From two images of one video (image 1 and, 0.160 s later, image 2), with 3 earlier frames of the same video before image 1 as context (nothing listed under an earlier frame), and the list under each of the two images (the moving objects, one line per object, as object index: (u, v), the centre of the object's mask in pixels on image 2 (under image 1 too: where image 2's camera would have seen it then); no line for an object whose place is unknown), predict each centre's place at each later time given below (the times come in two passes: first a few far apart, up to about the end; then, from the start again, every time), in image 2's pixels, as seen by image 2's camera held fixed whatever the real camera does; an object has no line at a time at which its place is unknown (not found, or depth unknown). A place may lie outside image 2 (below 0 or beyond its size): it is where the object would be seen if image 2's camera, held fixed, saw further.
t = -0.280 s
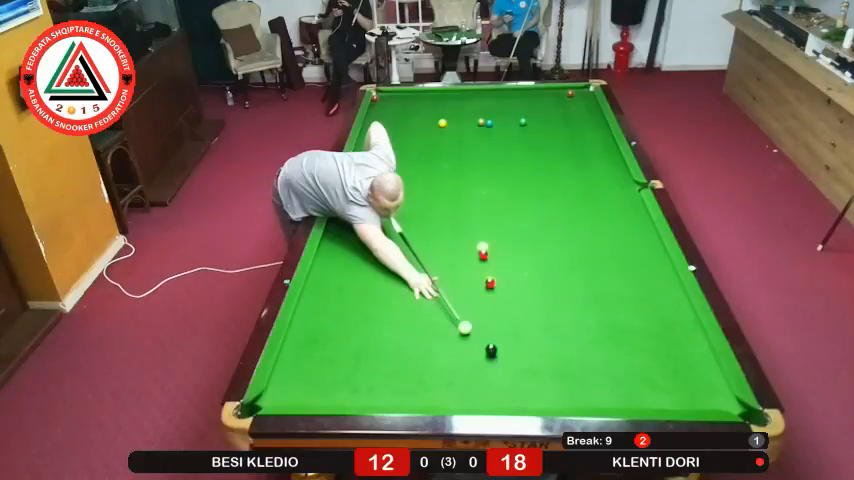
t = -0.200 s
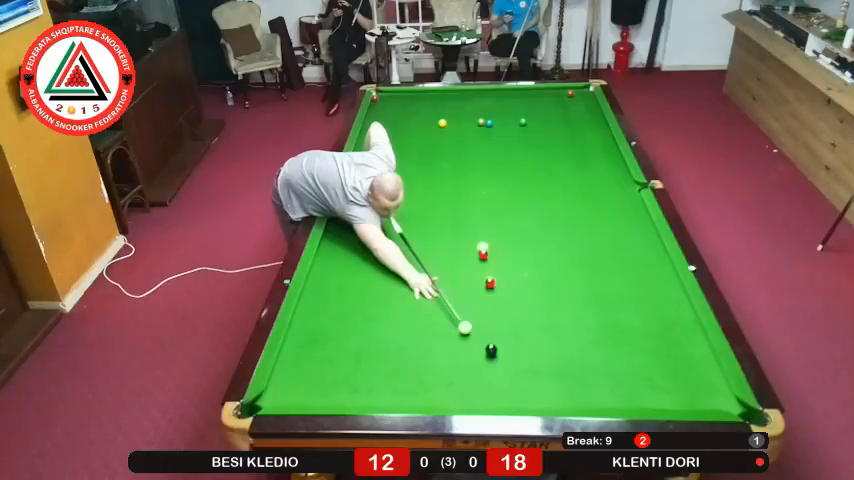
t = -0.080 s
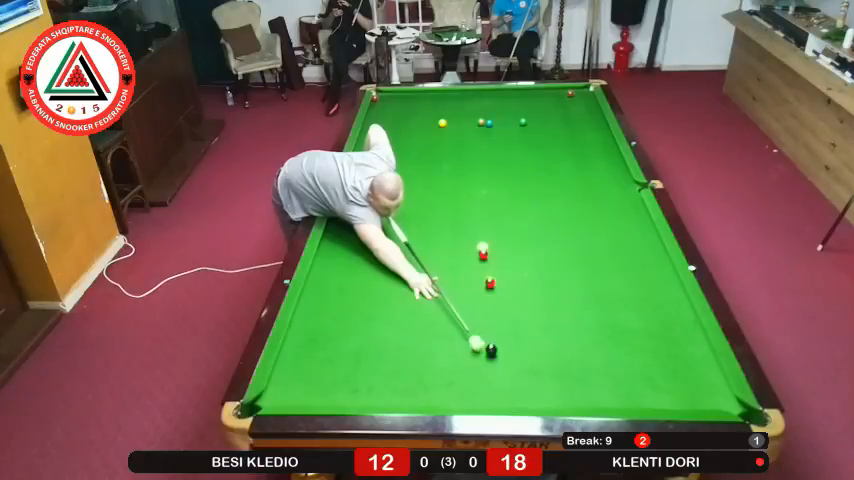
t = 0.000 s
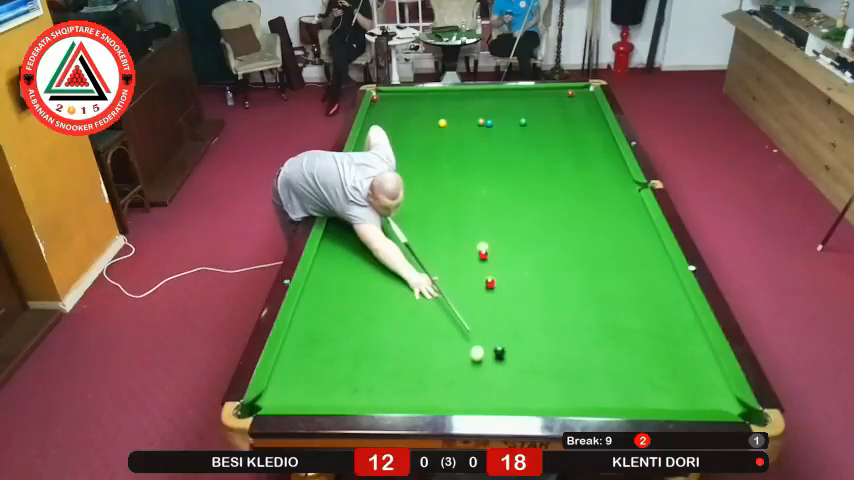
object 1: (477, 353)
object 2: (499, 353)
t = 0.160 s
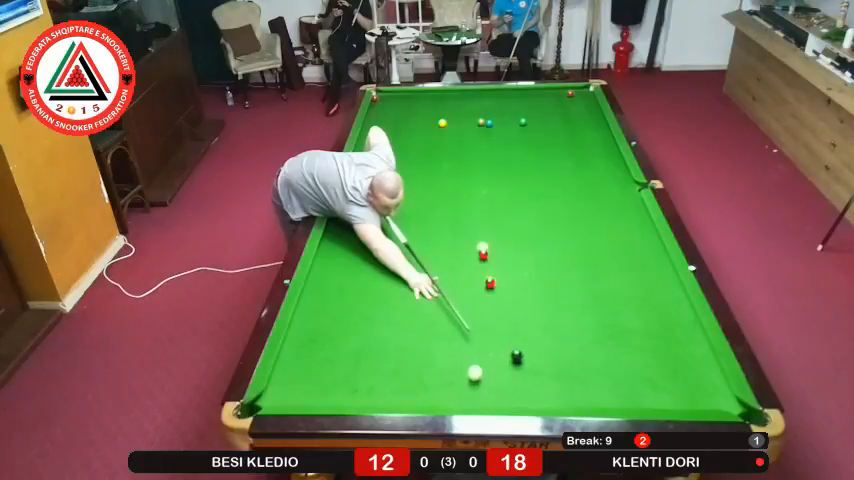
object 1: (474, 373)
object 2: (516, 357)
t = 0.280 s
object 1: (473, 388)
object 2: (529, 360)
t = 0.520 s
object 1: (467, 386)
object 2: (553, 366)
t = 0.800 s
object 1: (459, 362)
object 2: (581, 373)
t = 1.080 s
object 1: (453, 342)
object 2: (607, 380)
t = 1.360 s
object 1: (447, 325)
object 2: (631, 386)
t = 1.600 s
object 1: (443, 312)
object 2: (651, 391)
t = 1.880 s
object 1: (438, 298)
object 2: (673, 396)
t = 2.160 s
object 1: (434, 287)
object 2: (692, 399)
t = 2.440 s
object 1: (430, 278)
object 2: (707, 401)
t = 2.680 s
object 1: (427, 270)
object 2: (719, 404)
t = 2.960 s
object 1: (424, 263)
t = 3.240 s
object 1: (422, 256)
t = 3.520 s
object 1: (420, 251)
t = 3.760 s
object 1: (419, 247)
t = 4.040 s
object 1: (417, 244)
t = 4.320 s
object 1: (416, 241)
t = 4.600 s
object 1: (416, 239)
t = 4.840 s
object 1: (415, 238)
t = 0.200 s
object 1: (474, 378)
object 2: (521, 358)
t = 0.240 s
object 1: (473, 383)
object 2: (525, 359)
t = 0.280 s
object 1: (473, 388)
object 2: (529, 360)
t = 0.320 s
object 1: (472, 394)
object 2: (533, 361)
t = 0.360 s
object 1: (471, 397)
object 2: (537, 362)
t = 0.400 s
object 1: (470, 395)
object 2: (541, 363)
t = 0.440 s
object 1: (469, 393)
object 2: (545, 364)
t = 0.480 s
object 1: (468, 389)
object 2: (549, 365)
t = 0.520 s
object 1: (467, 386)
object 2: (553, 366)
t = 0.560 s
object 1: (466, 382)
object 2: (557, 367)
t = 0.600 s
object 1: (465, 379)
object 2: (561, 368)
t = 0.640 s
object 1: (464, 375)
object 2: (565, 369)
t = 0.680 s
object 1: (462, 372)
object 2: (569, 370)
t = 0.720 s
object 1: (461, 368)
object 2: (573, 371)
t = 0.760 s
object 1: (461, 365)
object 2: (577, 372)
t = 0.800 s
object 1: (459, 362)
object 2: (581, 373)
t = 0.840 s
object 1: (458, 359)
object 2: (585, 374)
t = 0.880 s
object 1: (457, 356)
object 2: (588, 376)
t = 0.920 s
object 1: (457, 353)
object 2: (592, 376)
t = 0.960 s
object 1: (456, 350)
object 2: (596, 377)
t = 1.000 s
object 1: (455, 347)
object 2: (600, 378)
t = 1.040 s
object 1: (454, 345)
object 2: (603, 379)
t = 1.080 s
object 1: (453, 342)
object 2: (607, 380)
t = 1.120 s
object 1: (452, 339)
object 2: (611, 381)
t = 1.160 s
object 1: (451, 337)
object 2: (614, 382)
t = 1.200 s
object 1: (450, 334)
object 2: (618, 383)
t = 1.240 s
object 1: (449, 332)
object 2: (621, 384)
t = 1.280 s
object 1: (449, 329)
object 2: (625, 385)
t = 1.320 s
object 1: (448, 327)
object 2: (628, 385)
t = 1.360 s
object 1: (447, 325)
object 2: (631, 386)
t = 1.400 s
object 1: (446, 322)
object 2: (635, 387)
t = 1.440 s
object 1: (446, 320)
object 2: (638, 388)
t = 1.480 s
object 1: (445, 318)
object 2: (641, 389)
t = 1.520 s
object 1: (444, 316)
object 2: (645, 389)
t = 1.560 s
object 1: (443, 314)
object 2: (648, 390)
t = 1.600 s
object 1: (443, 312)
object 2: (651, 391)
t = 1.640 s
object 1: (442, 310)
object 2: (654, 392)
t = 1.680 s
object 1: (441, 307)
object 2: (657, 392)
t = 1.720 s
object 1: (440, 306)
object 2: (661, 393)
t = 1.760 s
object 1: (440, 304)
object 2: (664, 394)
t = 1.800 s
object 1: (439, 302)
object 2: (667, 394)
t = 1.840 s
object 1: (439, 300)
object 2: (670, 395)
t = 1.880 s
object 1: (438, 298)
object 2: (673, 396)
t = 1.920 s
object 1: (437, 297)
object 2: (676, 396)
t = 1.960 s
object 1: (437, 295)
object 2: (678, 397)
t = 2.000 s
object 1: (436, 293)
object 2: (681, 397)
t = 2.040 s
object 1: (435, 291)
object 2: (684, 398)
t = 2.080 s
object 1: (435, 290)
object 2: (687, 398)
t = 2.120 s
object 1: (434, 288)
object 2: (689, 399)
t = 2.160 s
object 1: (434, 287)
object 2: (692, 399)
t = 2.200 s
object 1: (433, 285)
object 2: (694, 399)
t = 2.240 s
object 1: (433, 284)
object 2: (696, 400)
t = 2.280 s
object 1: (432, 283)
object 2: (699, 400)
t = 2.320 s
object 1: (431, 281)
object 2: (701, 400)
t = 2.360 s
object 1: (431, 280)
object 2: (703, 401)
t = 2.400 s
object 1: (430, 279)
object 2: (705, 401)
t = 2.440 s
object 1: (430, 278)
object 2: (707, 401)
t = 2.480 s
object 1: (429, 276)
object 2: (710, 402)
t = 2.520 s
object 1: (429, 275)
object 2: (712, 402)
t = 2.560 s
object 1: (428, 273)
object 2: (714, 402)
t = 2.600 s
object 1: (428, 272)
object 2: (716, 403)
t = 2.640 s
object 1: (427, 271)
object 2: (717, 403)
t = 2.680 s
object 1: (427, 270)
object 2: (719, 404)
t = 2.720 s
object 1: (427, 269)
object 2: (721, 404)
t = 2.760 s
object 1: (426, 268)
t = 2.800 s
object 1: (426, 267)
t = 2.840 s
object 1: (425, 266)
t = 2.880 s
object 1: (425, 265)
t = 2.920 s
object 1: (424, 264)
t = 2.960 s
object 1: (424, 263)
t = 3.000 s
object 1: (424, 262)
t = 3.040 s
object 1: (423, 261)
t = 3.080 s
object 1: (423, 260)
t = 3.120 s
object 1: (423, 259)
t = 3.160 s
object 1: (422, 258)
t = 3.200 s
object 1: (422, 257)
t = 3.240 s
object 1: (422, 256)
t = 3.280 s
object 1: (421, 256)
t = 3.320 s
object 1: (421, 255)
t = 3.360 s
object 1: (421, 254)
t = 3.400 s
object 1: (421, 254)
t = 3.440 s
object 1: (421, 253)
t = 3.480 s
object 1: (420, 252)
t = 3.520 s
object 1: (420, 251)
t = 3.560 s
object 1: (420, 250)
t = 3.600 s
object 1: (420, 250)
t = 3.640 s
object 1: (419, 249)
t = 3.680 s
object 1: (419, 248)
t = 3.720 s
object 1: (419, 248)
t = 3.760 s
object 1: (419, 247)
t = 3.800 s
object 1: (418, 247)
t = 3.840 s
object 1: (418, 246)
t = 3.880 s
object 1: (418, 246)
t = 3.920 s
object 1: (418, 245)
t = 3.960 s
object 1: (417, 245)
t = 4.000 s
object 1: (417, 244)
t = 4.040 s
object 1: (417, 244)
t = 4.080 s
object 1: (417, 243)
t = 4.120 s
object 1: (417, 243)
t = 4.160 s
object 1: (417, 242)
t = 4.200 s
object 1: (417, 242)
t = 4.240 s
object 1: (417, 242)
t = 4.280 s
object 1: (417, 241)
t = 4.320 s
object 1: (416, 241)
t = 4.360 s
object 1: (416, 241)
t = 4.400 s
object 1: (416, 240)
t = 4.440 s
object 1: (416, 240)
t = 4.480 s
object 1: (416, 240)
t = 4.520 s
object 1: (416, 240)
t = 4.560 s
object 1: (416, 239)
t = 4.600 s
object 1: (416, 239)
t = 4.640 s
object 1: (415, 239)
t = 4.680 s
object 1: (416, 239)
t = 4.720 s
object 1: (415, 239)
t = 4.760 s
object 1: (415, 239)
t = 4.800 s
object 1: (415, 239)
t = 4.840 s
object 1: (415, 238)
